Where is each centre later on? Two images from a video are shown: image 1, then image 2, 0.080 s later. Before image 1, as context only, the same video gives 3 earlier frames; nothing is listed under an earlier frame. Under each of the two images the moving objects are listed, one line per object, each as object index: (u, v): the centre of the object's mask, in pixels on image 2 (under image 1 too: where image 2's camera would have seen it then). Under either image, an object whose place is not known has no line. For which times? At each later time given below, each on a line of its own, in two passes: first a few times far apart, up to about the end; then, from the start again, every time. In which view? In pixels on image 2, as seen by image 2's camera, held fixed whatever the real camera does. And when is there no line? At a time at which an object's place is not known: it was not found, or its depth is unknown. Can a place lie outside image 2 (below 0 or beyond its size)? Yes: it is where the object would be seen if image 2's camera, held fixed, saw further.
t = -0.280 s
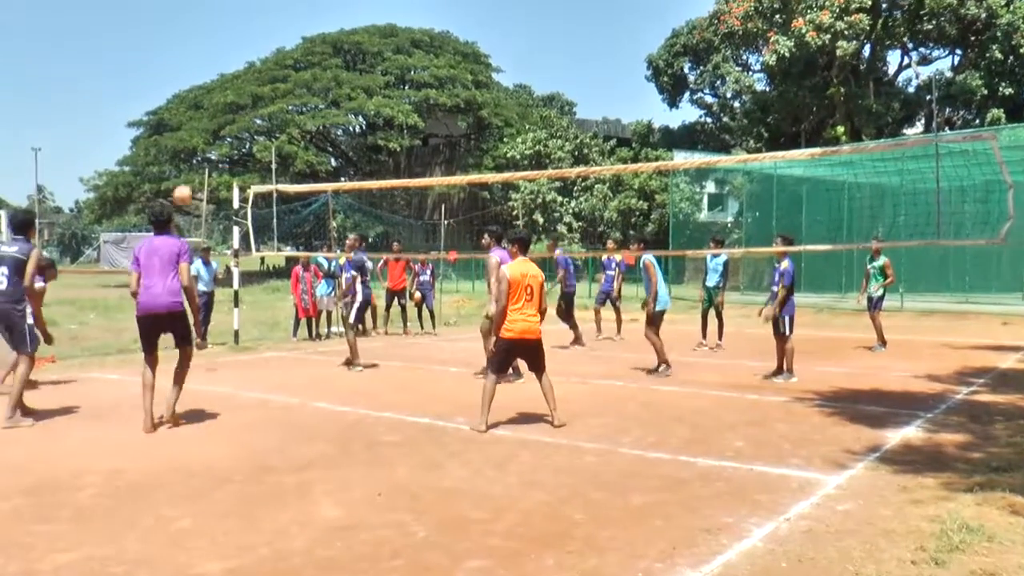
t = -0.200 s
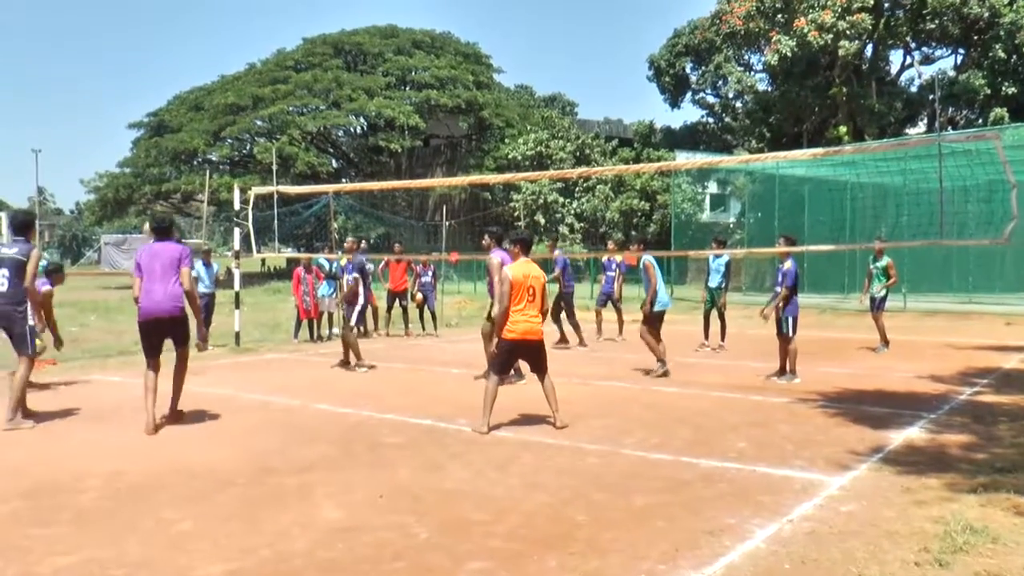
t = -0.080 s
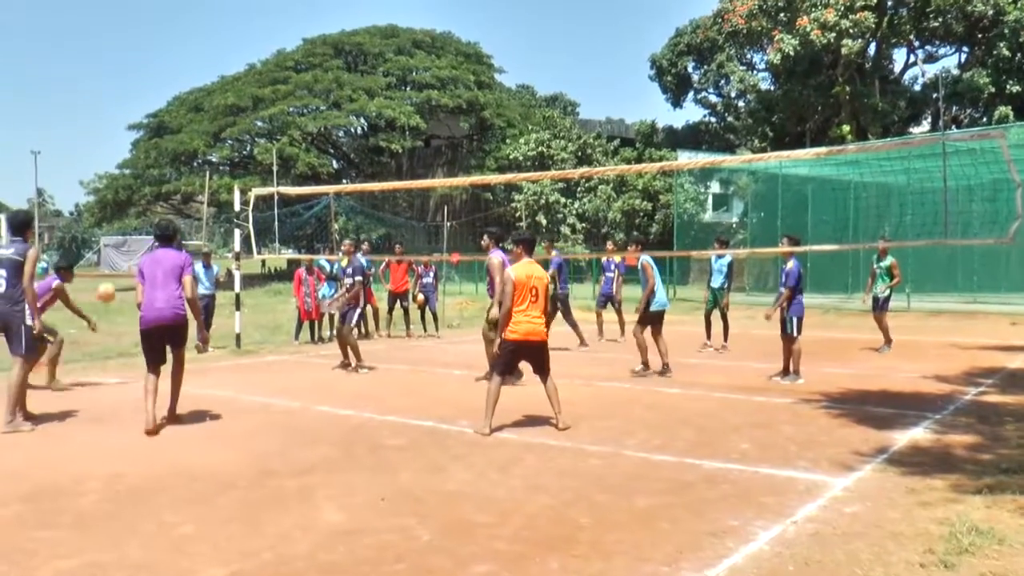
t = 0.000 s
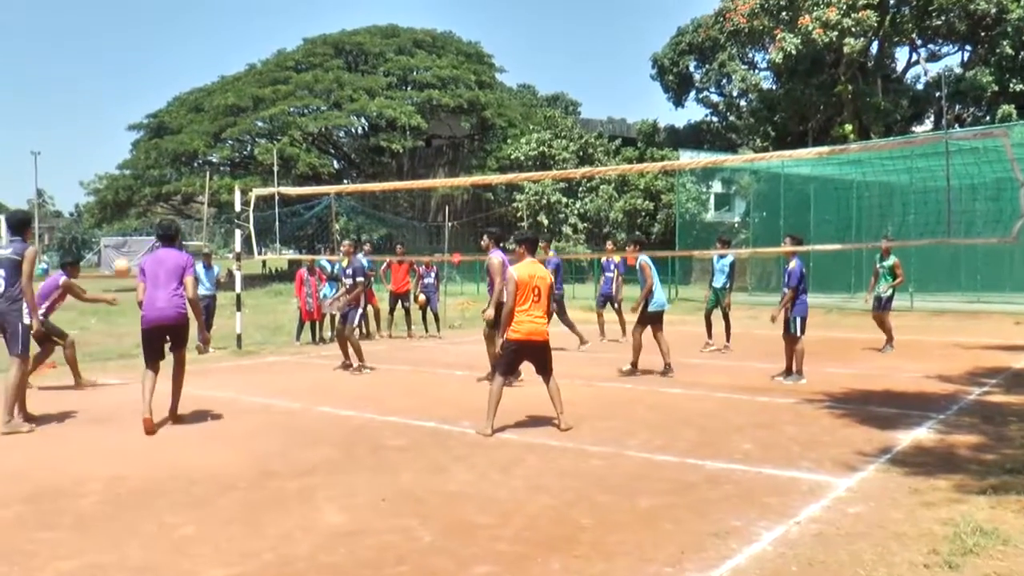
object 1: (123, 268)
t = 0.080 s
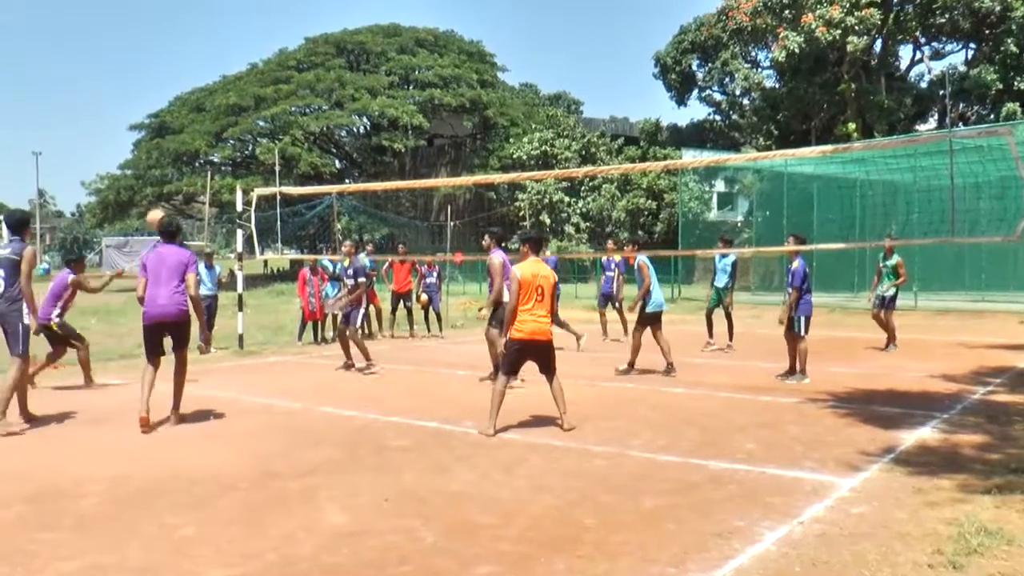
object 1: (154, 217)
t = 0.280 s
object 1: (240, 122)
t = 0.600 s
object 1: (375, 42)
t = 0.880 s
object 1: (498, 52)
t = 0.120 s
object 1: (172, 195)
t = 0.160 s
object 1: (189, 176)
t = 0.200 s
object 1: (206, 157)
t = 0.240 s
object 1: (222, 139)
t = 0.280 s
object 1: (240, 122)
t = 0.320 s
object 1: (257, 107)
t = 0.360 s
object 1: (273, 92)
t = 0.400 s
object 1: (291, 81)
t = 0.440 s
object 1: (308, 70)
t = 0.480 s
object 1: (324, 61)
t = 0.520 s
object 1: (341, 54)
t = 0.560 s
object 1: (359, 46)
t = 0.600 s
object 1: (375, 42)
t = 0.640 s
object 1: (394, 42)
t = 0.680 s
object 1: (410, 36)
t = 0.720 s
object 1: (427, 37)
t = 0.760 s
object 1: (444, 38)
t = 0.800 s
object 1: (462, 41)
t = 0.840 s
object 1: (478, 45)
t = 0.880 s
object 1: (498, 52)
